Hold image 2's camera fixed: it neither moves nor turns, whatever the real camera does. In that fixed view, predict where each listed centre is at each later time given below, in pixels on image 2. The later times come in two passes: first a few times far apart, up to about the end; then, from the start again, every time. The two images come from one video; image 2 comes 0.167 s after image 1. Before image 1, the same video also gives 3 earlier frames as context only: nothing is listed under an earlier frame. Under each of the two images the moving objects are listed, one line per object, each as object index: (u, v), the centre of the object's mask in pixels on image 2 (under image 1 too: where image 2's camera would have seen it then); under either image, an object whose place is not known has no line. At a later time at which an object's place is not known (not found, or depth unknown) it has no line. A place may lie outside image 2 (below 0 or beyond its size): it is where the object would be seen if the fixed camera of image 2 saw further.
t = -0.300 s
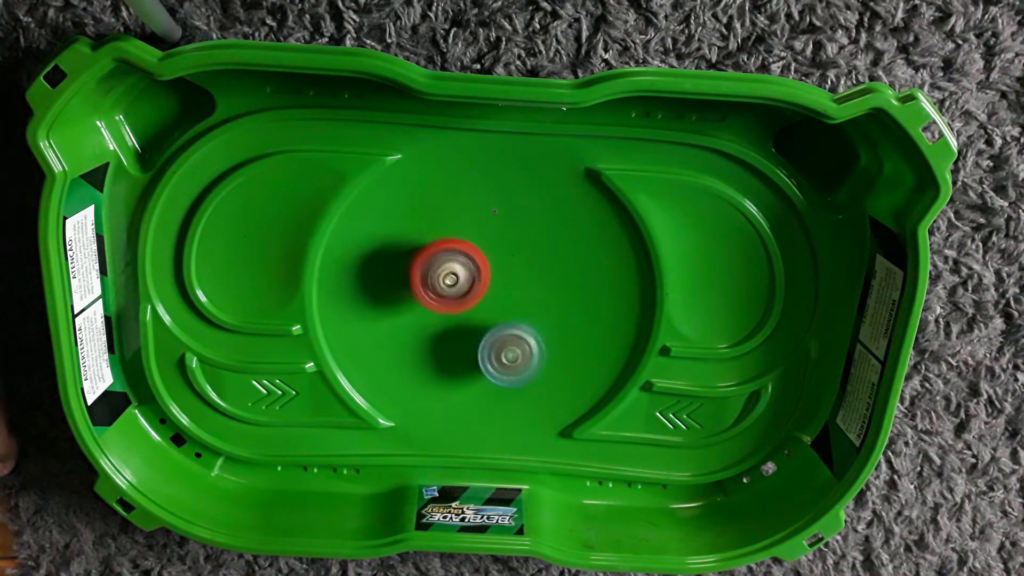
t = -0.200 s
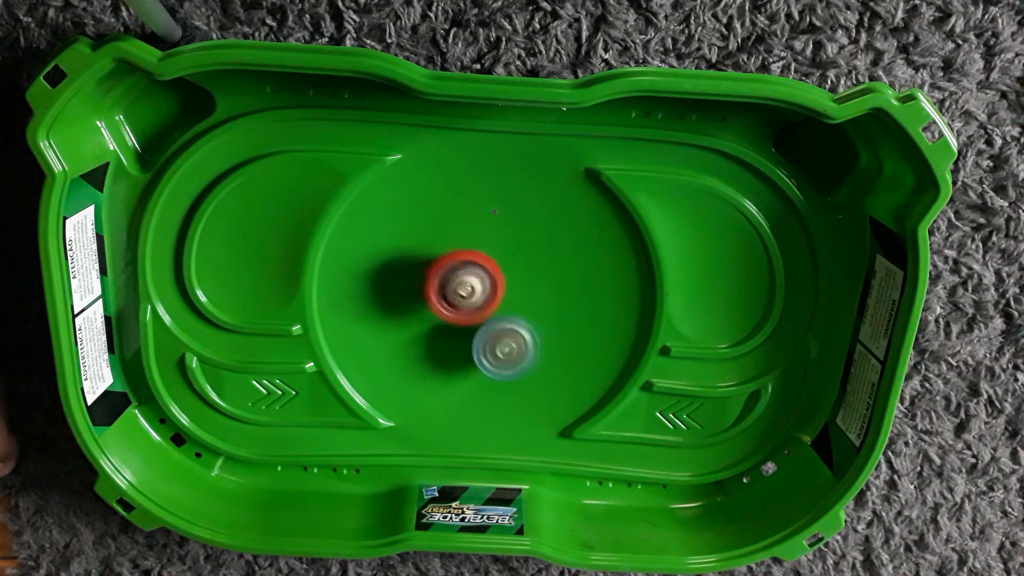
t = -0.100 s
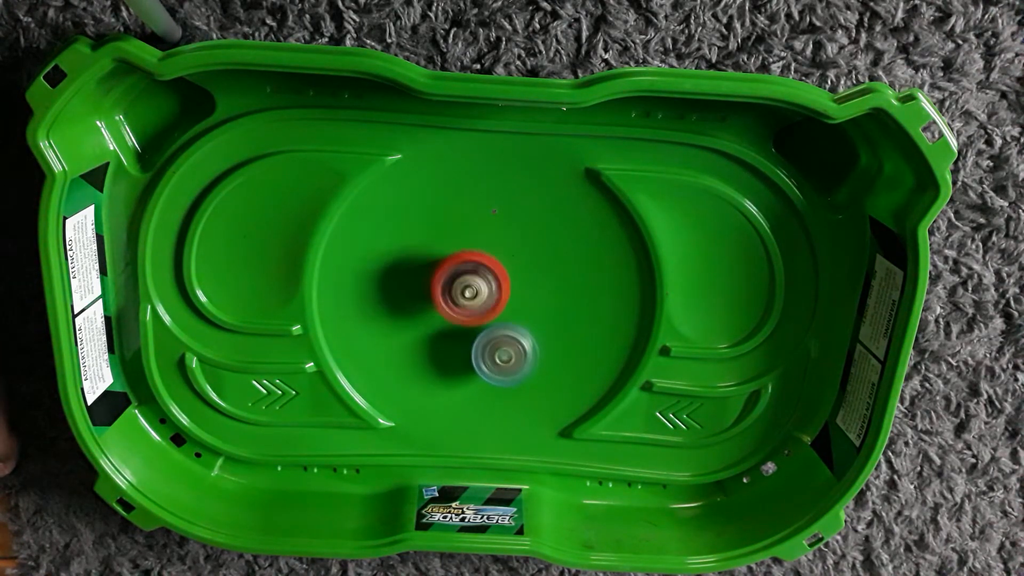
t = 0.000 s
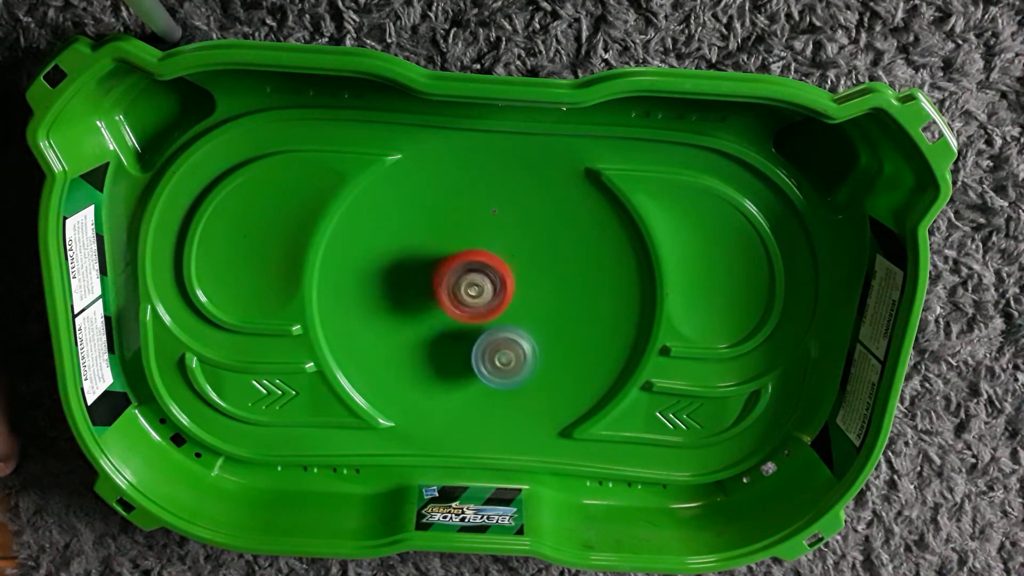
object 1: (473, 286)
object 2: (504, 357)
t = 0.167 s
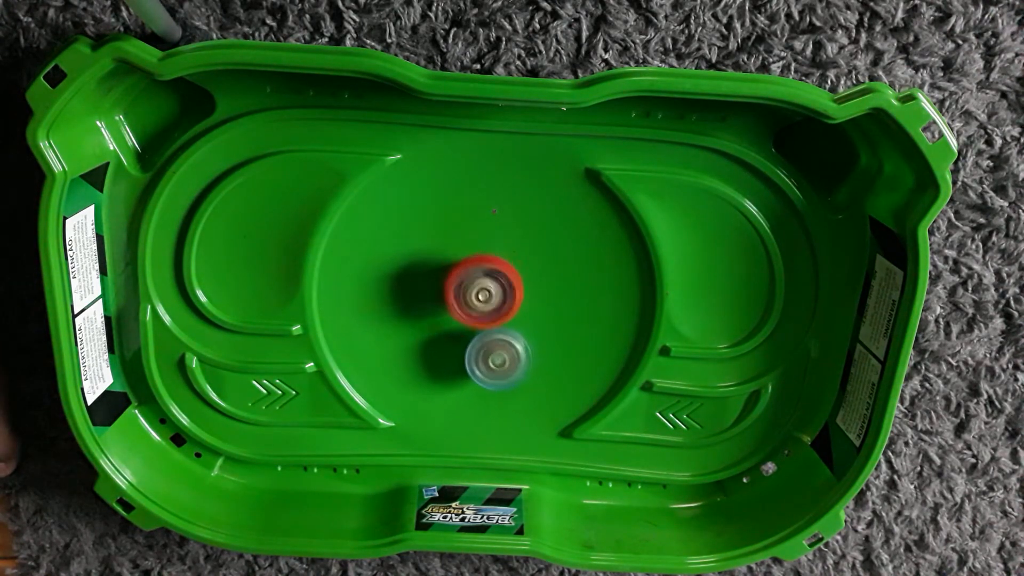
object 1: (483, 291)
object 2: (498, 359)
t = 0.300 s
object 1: (486, 277)
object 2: (496, 373)
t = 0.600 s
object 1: (490, 285)
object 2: (480, 371)
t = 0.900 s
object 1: (506, 298)
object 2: (467, 364)
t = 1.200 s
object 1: (519, 299)
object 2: (460, 350)
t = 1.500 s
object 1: (539, 312)
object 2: (460, 336)
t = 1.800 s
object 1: (546, 335)
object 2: (460, 333)
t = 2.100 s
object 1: (529, 355)
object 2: (457, 326)
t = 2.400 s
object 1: (522, 366)
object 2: (456, 319)
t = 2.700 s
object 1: (508, 369)
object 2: (461, 309)
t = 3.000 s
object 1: (499, 371)
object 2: (469, 305)
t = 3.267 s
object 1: (498, 381)
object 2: (478, 304)
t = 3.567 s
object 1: (503, 380)
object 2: (485, 298)
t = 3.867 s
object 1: (496, 368)
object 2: (491, 294)
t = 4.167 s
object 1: (483, 368)
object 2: (495, 292)
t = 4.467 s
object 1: (473, 379)
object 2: (494, 290)
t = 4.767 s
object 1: (472, 365)
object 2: (486, 291)
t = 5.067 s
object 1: (467, 359)
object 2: (488, 287)
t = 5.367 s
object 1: (468, 366)
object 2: (494, 296)
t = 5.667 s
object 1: (473, 371)
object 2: (493, 299)
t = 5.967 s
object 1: (488, 374)
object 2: (498, 295)
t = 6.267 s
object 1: (491, 370)
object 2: (505, 294)
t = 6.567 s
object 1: (479, 369)
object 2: (503, 289)
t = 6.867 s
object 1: (462, 364)
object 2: (501, 292)
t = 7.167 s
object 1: (450, 354)
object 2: (495, 293)
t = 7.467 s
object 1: (447, 368)
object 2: (494, 296)
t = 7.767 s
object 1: (465, 367)
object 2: (501, 294)
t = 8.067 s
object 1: (471, 356)
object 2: (498, 289)
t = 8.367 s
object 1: (478, 377)
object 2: (503, 296)
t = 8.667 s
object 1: (490, 376)
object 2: (515, 303)
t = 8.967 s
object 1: (459, 368)
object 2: (509, 299)
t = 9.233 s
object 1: (448, 378)
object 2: (496, 295)
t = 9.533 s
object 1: (451, 376)
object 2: (492, 286)
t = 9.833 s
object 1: (455, 358)
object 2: (482, 297)
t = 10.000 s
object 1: (447, 346)
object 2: (496, 284)
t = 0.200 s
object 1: (483, 288)
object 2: (497, 365)
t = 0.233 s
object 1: (485, 283)
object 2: (497, 369)
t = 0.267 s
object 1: (485, 279)
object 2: (496, 372)
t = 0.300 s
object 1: (486, 277)
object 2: (496, 373)
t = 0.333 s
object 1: (487, 274)
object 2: (495, 374)
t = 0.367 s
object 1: (488, 275)
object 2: (493, 375)
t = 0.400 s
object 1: (488, 274)
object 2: (492, 376)
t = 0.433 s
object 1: (489, 275)
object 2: (491, 376)
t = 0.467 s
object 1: (489, 275)
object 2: (488, 376)
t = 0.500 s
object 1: (490, 276)
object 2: (486, 375)
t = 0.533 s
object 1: (490, 278)
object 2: (485, 374)
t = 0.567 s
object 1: (491, 281)
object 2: (483, 372)
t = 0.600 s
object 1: (490, 285)
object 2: (480, 371)
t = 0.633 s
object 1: (491, 289)
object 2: (479, 369)
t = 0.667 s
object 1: (492, 294)
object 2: (478, 366)
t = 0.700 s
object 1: (492, 298)
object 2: (476, 364)
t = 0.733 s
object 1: (492, 298)
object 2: (472, 365)
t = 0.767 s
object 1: (495, 300)
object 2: (471, 366)
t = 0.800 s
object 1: (497, 300)
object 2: (471, 365)
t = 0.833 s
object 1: (499, 302)
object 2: (470, 365)
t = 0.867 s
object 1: (502, 299)
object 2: (467, 365)
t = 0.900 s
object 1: (506, 298)
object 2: (467, 364)
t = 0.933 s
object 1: (510, 296)
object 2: (466, 364)
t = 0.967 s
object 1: (511, 296)
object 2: (465, 362)
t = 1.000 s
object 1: (515, 295)
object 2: (464, 361)
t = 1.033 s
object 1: (515, 296)
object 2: (463, 360)
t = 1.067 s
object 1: (517, 295)
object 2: (462, 359)
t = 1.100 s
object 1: (517, 297)
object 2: (461, 356)
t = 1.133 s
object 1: (519, 296)
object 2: (460, 355)
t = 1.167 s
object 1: (519, 298)
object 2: (461, 353)
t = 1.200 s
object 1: (519, 299)
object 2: (460, 350)
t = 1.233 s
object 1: (520, 301)
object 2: (461, 348)
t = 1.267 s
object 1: (520, 302)
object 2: (462, 346)
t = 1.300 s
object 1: (523, 301)
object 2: (459, 344)
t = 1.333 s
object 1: (526, 302)
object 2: (458, 343)
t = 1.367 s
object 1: (531, 303)
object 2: (460, 342)
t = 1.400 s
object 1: (533, 305)
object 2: (459, 340)
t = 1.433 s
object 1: (536, 307)
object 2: (460, 339)
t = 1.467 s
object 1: (538, 309)
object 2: (461, 338)
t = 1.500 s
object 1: (539, 312)
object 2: (460, 336)
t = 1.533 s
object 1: (539, 315)
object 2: (461, 335)
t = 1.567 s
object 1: (539, 317)
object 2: (461, 334)
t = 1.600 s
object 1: (538, 320)
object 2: (463, 333)
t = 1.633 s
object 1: (538, 321)
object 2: (463, 332)
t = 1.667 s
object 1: (538, 324)
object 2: (463, 332)
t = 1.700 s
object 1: (540, 327)
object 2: (462, 332)
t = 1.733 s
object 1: (543, 329)
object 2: (461, 332)
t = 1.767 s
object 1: (544, 333)
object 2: (462, 332)
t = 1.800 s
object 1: (546, 335)
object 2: (460, 333)
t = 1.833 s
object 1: (544, 339)
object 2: (460, 331)
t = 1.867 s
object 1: (545, 341)
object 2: (461, 331)
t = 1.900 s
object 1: (541, 344)
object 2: (460, 331)
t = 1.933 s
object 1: (540, 345)
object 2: (460, 329)
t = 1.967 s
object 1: (536, 348)
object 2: (461, 329)
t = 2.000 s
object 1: (533, 349)
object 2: (460, 329)
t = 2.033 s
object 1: (530, 351)
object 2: (459, 327)
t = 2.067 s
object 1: (529, 352)
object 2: (459, 326)
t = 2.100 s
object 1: (529, 355)
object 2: (457, 326)
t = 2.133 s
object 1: (530, 357)
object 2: (455, 324)
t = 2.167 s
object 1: (529, 361)
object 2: (455, 324)
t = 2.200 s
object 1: (531, 362)
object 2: (455, 324)
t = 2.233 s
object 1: (529, 364)
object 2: (454, 322)
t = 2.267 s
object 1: (529, 365)
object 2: (455, 321)
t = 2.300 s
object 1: (527, 366)
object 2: (454, 320)
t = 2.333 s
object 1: (526, 366)
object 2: (455, 320)
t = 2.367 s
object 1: (523, 366)
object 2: (456, 319)
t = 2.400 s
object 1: (522, 366)
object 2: (456, 319)
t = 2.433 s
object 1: (517, 365)
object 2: (458, 318)
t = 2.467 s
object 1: (515, 364)
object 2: (458, 317)
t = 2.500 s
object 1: (516, 364)
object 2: (458, 314)
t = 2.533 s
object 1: (515, 367)
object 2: (459, 313)
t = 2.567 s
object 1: (515, 369)
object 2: (458, 314)
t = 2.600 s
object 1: (514, 368)
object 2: (459, 311)
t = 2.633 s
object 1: (511, 370)
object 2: (460, 311)
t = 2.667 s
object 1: (512, 369)
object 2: (461, 310)
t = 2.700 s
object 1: (508, 369)
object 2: (461, 309)
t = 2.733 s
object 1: (507, 369)
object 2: (463, 309)
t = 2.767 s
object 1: (506, 367)
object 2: (463, 308)
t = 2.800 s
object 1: (505, 368)
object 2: (463, 306)
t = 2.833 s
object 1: (504, 371)
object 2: (465, 305)
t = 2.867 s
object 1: (504, 371)
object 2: (465, 305)
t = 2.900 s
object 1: (502, 372)
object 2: (466, 303)
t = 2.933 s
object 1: (502, 372)
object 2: (469, 305)
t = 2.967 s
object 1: (499, 371)
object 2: (469, 306)
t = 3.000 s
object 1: (499, 371)
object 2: (469, 305)
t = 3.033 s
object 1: (499, 372)
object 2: (472, 304)
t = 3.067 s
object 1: (498, 373)
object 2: (472, 304)
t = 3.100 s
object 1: (498, 375)
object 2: (473, 305)
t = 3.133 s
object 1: (498, 374)
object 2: (472, 305)
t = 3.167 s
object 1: (497, 376)
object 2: (476, 305)
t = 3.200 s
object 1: (499, 377)
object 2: (477, 305)
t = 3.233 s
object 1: (497, 379)
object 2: (479, 306)
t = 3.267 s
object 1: (498, 381)
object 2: (478, 304)
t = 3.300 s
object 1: (498, 380)
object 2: (481, 304)
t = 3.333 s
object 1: (497, 380)
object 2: (482, 306)
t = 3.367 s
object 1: (497, 379)
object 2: (483, 306)
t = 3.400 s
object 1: (497, 377)
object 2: (483, 306)
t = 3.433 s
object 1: (498, 377)
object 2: (485, 304)
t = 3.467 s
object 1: (500, 378)
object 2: (486, 300)
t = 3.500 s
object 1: (500, 379)
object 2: (485, 300)
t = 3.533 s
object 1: (502, 381)
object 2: (485, 298)
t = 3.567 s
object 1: (503, 380)
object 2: (485, 298)
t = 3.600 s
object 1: (501, 380)
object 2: (486, 297)
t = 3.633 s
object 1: (502, 380)
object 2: (485, 297)
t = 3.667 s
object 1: (501, 377)
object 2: (486, 296)
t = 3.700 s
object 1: (500, 376)
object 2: (486, 297)
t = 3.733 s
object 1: (500, 371)
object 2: (487, 297)
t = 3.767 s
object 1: (498, 368)
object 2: (487, 298)
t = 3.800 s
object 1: (498, 367)
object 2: (488, 296)
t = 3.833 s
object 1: (498, 368)
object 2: (491, 295)
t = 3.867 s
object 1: (496, 368)
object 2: (491, 294)
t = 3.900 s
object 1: (494, 371)
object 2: (490, 294)
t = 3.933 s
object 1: (493, 370)
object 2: (490, 292)
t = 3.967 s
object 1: (490, 372)
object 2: (493, 292)
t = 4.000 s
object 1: (490, 371)
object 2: (493, 293)
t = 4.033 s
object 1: (487, 370)
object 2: (493, 293)
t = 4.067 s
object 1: (487, 369)
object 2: (492, 292)
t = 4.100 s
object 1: (485, 367)
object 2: (494, 293)
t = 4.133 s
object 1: (484, 366)
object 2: (494, 295)
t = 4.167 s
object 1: (483, 368)
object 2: (495, 292)
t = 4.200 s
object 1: (482, 371)
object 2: (497, 290)
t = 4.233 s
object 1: (479, 374)
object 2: (497, 290)
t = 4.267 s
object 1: (477, 378)
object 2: (494, 289)
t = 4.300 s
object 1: (477, 380)
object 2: (496, 287)
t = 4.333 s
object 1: (475, 379)
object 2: (496, 287)
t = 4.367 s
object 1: (473, 381)
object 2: (495, 288)
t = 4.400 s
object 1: (474, 381)
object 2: (493, 288)
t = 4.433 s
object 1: (472, 380)
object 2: (494, 287)
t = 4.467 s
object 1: (473, 379)
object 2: (494, 290)
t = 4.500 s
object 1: (472, 376)
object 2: (493, 291)
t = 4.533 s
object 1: (472, 375)
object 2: (491, 292)
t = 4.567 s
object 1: (473, 371)
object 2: (490, 292)
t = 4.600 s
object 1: (472, 367)
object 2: (490, 295)
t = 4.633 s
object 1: (472, 366)
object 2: (488, 294)
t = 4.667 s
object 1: (474, 365)
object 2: (489, 293)
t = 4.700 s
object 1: (473, 364)
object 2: (490, 292)
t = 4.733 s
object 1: (471, 365)
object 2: (490, 293)
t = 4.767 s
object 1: (472, 365)
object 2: (486, 291)
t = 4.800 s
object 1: (471, 362)
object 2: (487, 288)
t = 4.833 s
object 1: (468, 364)
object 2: (488, 288)
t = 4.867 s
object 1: (471, 363)
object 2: (488, 289)
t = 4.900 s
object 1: (469, 360)
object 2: (485, 288)
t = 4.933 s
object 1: (469, 359)
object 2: (484, 287)
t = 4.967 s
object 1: (469, 358)
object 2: (487, 286)
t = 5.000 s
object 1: (470, 359)
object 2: (491, 285)
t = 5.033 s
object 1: (469, 359)
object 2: (490, 287)
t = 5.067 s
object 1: (467, 359)
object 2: (488, 287)
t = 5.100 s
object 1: (468, 361)
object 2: (489, 286)
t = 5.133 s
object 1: (470, 359)
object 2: (492, 287)
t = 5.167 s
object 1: (467, 358)
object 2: (493, 290)
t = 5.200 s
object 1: (467, 361)
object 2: (491, 290)
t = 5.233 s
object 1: (467, 361)
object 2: (492, 290)
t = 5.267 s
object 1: (468, 361)
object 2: (494, 292)
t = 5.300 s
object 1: (467, 363)
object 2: (495, 294)
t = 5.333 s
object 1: (469, 366)
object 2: (495, 296)
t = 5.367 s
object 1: (468, 366)
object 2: (494, 296)
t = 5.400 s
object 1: (466, 368)
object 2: (493, 298)
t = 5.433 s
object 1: (467, 370)
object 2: (492, 298)
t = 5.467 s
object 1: (470, 369)
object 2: (492, 300)
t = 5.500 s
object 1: (468, 370)
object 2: (492, 298)
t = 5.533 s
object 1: (469, 373)
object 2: (495, 298)
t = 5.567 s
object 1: (472, 373)
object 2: (494, 301)
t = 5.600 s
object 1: (471, 371)
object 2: (490, 300)
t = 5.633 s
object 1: (471, 371)
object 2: (491, 298)
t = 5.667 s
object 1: (473, 371)
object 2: (493, 299)
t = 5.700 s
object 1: (477, 371)
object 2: (494, 299)
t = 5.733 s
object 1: (480, 373)
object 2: (495, 296)
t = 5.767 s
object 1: (480, 374)
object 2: (498, 296)
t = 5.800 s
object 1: (480, 377)
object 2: (496, 296)
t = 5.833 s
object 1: (482, 377)
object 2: (496, 294)
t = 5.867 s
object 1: (483, 377)
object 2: (499, 293)
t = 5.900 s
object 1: (485, 378)
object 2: (500, 294)
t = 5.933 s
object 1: (487, 376)
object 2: (501, 296)
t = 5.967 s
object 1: (488, 374)
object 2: (498, 295)
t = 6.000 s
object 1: (490, 372)
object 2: (498, 295)
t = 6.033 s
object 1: (490, 369)
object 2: (500, 297)
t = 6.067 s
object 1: (491, 370)
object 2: (502, 295)
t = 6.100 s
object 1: (493, 370)
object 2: (505, 295)
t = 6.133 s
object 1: (493, 369)
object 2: (503, 297)
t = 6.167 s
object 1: (490, 371)
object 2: (502, 295)
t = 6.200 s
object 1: (492, 374)
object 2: (502, 292)
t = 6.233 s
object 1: (494, 372)
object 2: (505, 291)
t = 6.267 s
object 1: (491, 370)
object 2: (505, 294)
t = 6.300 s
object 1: (489, 370)
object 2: (501, 294)
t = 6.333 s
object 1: (489, 371)
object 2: (500, 293)
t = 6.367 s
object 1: (491, 369)
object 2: (502, 293)
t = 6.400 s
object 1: (489, 366)
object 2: (503, 293)
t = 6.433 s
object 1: (487, 369)
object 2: (506, 292)
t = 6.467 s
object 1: (487, 370)
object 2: (505, 292)
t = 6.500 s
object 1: (485, 368)
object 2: (503, 291)
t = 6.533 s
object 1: (481, 368)
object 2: (503, 290)
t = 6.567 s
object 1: (479, 369)
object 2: (503, 289)
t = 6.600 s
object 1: (481, 368)
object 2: (504, 290)
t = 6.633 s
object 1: (479, 363)
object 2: (504, 292)
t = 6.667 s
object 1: (473, 362)
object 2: (501, 292)
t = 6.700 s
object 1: (472, 364)
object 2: (500, 292)
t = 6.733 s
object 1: (473, 362)
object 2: (499, 292)
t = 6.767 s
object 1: (472, 359)
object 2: (500, 291)
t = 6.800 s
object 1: (469, 361)
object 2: (502, 290)
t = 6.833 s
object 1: (465, 362)
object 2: (502, 289)
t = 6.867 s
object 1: (462, 364)
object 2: (501, 292)
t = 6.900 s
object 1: (460, 364)
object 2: (497, 291)
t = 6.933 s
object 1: (456, 365)
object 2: (497, 288)
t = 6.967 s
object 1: (454, 366)
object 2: (499, 288)
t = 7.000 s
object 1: (453, 365)
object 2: (500, 289)
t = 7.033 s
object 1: (452, 363)
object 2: (499, 291)
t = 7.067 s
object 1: (449, 363)
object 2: (494, 292)
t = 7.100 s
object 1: (450, 362)
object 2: (493, 291)
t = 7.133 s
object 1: (452, 358)
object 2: (495, 291)
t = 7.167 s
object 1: (450, 354)
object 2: (495, 293)
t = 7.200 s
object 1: (449, 354)
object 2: (494, 295)
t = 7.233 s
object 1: (449, 354)
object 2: (491, 297)
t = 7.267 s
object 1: (450, 355)
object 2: (489, 296)
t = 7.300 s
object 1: (451, 357)
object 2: (491, 293)
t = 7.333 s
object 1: (452, 357)
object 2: (494, 295)
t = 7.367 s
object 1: (450, 357)
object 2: (494, 297)
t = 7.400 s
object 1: (446, 361)
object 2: (495, 297)
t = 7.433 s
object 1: (445, 365)
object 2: (495, 297)
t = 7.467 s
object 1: (447, 368)
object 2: (494, 296)
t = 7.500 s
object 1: (450, 368)
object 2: (494, 296)
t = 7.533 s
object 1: (450, 367)
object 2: (494, 296)
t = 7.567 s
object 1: (450, 366)
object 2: (494, 296)
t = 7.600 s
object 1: (451, 367)
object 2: (496, 297)
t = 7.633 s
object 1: (453, 367)
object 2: (495, 300)
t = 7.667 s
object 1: (457, 365)
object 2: (492, 300)
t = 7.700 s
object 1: (460, 364)
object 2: (493, 298)
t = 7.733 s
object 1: (463, 366)
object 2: (497, 296)
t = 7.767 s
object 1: (465, 367)
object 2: (501, 294)
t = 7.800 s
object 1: (466, 367)
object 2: (501, 294)
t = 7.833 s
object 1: (466, 367)
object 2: (497, 291)
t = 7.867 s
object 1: (466, 367)
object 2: (498, 288)
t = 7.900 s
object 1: (468, 367)
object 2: (501, 286)
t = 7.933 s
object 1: (470, 365)
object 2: (504, 288)
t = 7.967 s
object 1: (472, 362)
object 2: (502, 290)
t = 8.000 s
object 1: (472, 358)
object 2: (499, 291)
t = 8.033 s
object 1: (471, 355)
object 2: (497, 291)
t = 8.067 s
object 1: (471, 356)
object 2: (498, 289)
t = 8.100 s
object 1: (473, 356)
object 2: (501, 292)
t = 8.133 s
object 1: (475, 358)
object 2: (503, 294)
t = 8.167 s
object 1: (478, 361)
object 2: (503, 294)
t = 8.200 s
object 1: (479, 362)
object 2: (505, 295)
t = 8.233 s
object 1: (478, 364)
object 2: (506, 296)
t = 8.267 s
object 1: (476, 368)
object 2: (506, 296)
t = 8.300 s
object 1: (476, 371)
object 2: (507, 297)
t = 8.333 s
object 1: (476, 374)
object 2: (505, 297)
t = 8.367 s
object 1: (478, 377)
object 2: (503, 296)
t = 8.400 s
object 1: (482, 379)
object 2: (506, 296)
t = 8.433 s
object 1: (486, 377)
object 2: (510, 298)
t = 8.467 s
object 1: (487, 374)
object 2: (509, 302)
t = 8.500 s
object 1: (485, 373)
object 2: (508, 303)
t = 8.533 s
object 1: (483, 378)
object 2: (511, 299)
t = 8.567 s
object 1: (485, 383)
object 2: (515, 299)
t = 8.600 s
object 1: (488, 383)
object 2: (518, 300)
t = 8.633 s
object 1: (491, 381)
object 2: (518, 302)
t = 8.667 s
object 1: (490, 376)
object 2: (515, 303)
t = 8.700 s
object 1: (485, 372)
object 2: (512, 300)
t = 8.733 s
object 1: (478, 371)
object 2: (514, 299)
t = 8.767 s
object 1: (476, 372)
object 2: (517, 299)
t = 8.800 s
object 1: (477, 371)
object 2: (520, 302)
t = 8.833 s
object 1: (477, 369)
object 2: (519, 306)
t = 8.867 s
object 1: (476, 365)
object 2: (514, 307)
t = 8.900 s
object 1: (472, 362)
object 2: (510, 305)
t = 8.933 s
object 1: (464, 366)
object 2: (508, 302)
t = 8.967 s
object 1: (459, 368)
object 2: (509, 299)
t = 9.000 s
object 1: (457, 371)
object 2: (511, 299)
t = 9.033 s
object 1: (457, 376)
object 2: (511, 304)
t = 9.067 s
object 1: (458, 375)
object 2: (506, 305)
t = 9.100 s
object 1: (457, 375)
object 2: (501, 305)
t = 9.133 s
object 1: (453, 375)
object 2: (495, 301)
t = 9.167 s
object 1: (450, 375)
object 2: (494, 298)
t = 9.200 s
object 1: (447, 377)
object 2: (495, 296)
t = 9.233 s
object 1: (448, 378)
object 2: (496, 295)
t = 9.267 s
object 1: (450, 378)
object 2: (497, 298)
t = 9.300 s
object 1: (453, 376)
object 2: (495, 301)
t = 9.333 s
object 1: (456, 371)
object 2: (489, 301)
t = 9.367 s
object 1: (456, 364)
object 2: (484, 297)
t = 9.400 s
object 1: (454, 360)
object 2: (483, 292)
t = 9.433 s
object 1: (449, 364)
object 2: (484, 286)
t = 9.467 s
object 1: (447, 369)
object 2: (488, 283)
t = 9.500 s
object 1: (449, 372)
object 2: (492, 283)
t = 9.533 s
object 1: (451, 376)
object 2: (492, 286)
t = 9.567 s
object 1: (453, 376)
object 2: (489, 287)
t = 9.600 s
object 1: (455, 375)
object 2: (484, 288)
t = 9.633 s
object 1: (454, 371)
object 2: (484, 291)
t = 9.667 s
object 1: (451, 369)
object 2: (482, 291)
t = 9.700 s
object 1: (450, 367)
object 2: (480, 292)
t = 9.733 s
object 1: (449, 367)
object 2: (480, 294)
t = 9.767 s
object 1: (450, 365)
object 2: (481, 294)
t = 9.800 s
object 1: (453, 363)
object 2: (481, 295)
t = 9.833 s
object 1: (455, 358)
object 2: (482, 297)
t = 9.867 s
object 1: (457, 354)
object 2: (483, 296)
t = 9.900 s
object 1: (457, 351)
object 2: (484, 297)
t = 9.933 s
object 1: (455, 349)
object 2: (489, 293)
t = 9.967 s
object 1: (451, 348)
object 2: (493, 288)
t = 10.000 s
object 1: (447, 346)
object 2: (496, 284)
